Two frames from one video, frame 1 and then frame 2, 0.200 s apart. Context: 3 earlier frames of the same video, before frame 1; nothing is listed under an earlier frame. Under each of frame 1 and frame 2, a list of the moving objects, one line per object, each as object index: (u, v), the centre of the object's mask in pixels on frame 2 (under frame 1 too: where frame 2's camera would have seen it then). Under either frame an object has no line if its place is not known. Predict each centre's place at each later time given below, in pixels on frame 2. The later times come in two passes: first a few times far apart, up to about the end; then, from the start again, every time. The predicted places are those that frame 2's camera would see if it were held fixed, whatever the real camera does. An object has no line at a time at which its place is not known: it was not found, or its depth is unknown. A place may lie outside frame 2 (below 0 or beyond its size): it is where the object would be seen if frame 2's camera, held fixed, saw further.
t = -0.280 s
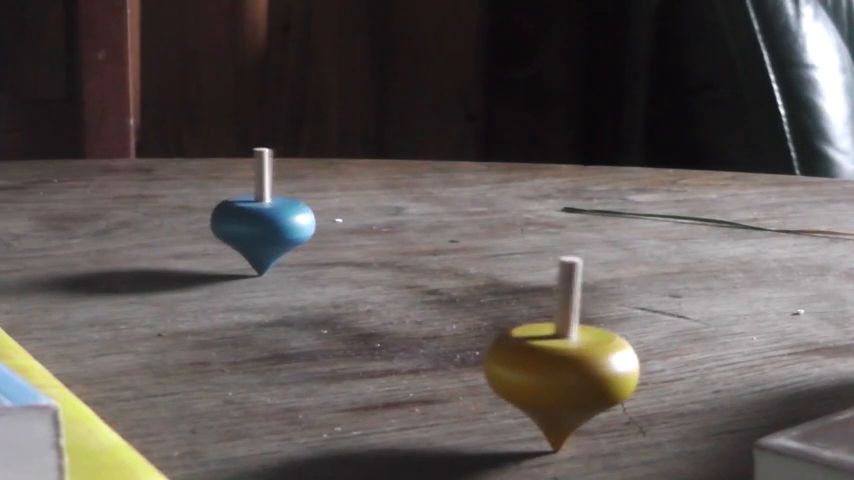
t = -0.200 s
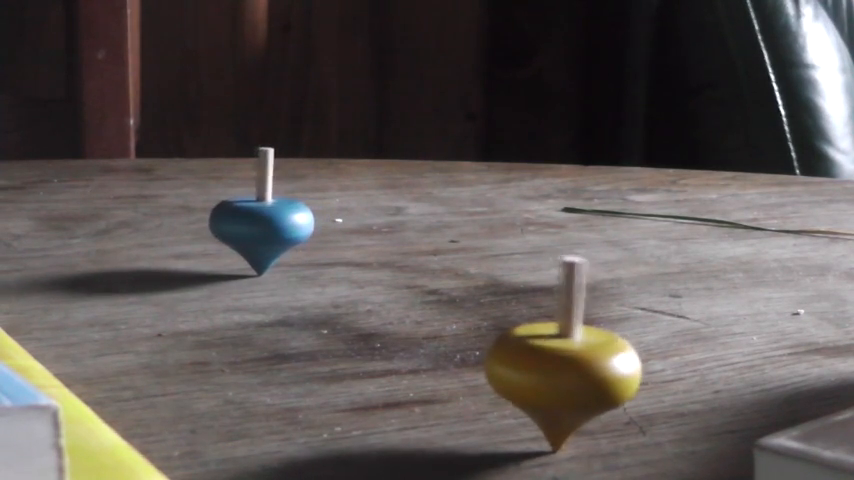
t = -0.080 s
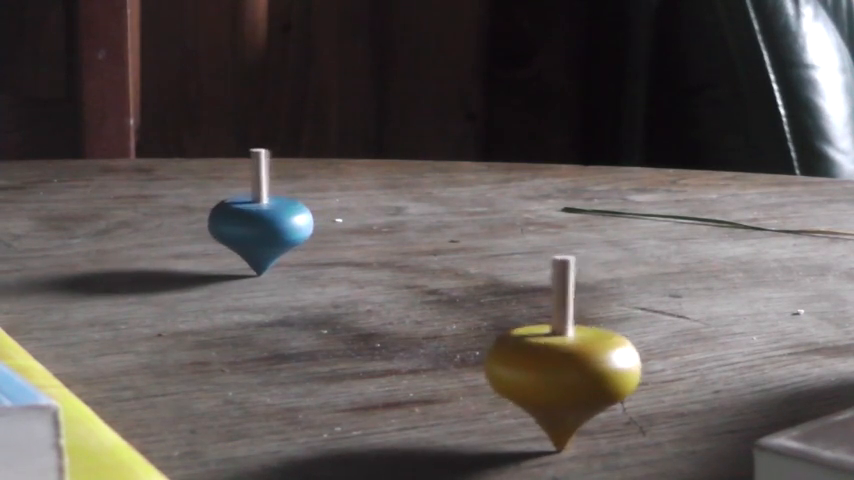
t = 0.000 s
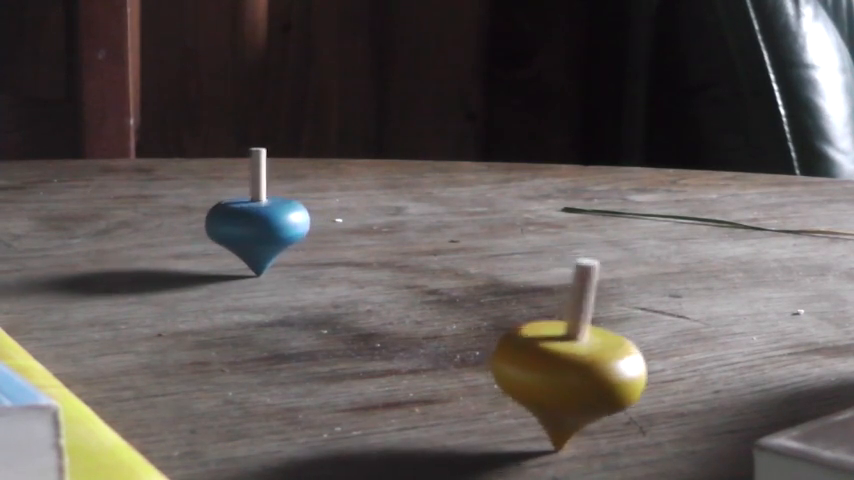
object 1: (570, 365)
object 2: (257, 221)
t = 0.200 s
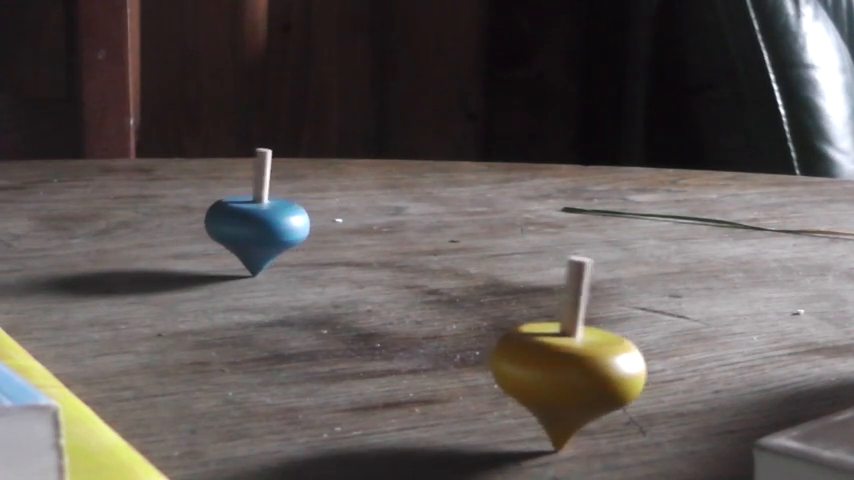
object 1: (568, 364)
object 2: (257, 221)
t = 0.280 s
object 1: (564, 364)
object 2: (254, 221)
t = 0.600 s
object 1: (568, 361)
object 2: (251, 221)
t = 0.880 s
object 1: (566, 362)
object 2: (248, 222)
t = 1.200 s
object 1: (564, 363)
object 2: (239, 223)
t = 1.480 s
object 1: (568, 362)
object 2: (229, 224)
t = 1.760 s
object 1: (564, 364)
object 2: (227, 223)
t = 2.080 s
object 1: (569, 361)
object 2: (219, 225)
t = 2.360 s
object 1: (570, 363)
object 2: (212, 226)
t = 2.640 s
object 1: (574, 364)
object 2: (208, 226)
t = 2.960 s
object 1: (581, 366)
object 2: (205, 227)
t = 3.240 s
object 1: (578, 365)
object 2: (204, 227)
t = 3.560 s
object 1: (553, 378)
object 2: (198, 228)
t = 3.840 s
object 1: (592, 388)
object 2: (200, 229)
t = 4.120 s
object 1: (689, 344)
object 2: (208, 233)
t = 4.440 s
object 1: (518, 323)
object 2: (205, 237)
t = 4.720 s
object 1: (561, 305)
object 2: (200, 237)
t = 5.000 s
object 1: (561, 334)
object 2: (177, 234)
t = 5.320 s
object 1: (547, 305)
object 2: (161, 240)
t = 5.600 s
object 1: (543, 333)
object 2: (173, 247)
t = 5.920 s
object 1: (592, 312)
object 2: (182, 262)
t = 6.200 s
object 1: (507, 315)
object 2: (327, 269)
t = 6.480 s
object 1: (570, 335)
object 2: (280, 284)
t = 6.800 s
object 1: (598, 316)
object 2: (289, 264)
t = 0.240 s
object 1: (568, 364)
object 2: (256, 221)
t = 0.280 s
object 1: (564, 364)
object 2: (254, 221)
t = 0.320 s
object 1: (563, 363)
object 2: (254, 220)
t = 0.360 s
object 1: (567, 361)
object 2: (254, 220)
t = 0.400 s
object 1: (569, 363)
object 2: (254, 221)
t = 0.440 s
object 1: (567, 365)
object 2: (255, 220)
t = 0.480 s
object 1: (562, 364)
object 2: (256, 221)
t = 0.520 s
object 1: (559, 364)
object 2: (256, 221)
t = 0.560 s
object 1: (561, 364)
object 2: (254, 221)
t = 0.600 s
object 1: (568, 361)
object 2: (251, 221)
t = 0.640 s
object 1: (572, 363)
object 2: (250, 221)
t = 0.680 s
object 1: (571, 366)
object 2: (250, 221)
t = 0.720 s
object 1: (565, 365)
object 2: (252, 221)
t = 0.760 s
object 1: (560, 363)
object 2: (252, 221)
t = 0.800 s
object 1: (560, 363)
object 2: (249, 222)
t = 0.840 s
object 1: (563, 363)
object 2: (248, 221)
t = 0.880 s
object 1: (566, 362)
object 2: (248, 222)
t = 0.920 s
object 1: (568, 362)
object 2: (248, 221)
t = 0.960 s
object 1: (569, 364)
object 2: (247, 222)
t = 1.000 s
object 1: (568, 363)
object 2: (244, 222)
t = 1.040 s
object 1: (566, 363)
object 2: (243, 222)
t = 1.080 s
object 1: (563, 363)
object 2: (244, 222)
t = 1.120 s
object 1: (563, 362)
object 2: (244, 222)
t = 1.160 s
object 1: (564, 363)
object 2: (242, 223)
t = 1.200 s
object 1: (564, 363)
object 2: (239, 223)
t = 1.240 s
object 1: (567, 363)
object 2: (236, 223)
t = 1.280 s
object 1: (571, 364)
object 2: (235, 223)
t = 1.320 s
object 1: (572, 364)
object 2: (237, 223)
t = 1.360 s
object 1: (568, 364)
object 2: (238, 222)
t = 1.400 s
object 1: (564, 362)
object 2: (236, 224)
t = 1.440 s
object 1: (565, 363)
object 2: (231, 224)
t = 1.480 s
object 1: (568, 362)
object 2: (229, 224)
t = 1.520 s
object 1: (571, 362)
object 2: (230, 223)
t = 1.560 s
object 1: (573, 363)
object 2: (232, 222)
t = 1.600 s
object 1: (574, 363)
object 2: (231, 224)
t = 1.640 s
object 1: (573, 364)
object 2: (228, 223)
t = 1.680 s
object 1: (568, 365)
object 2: (224, 224)
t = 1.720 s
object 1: (564, 363)
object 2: (224, 223)
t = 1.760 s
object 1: (564, 364)
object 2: (227, 223)
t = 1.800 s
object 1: (570, 364)
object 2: (228, 223)
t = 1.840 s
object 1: (575, 363)
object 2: (226, 224)
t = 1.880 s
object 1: (575, 365)
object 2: (222, 225)
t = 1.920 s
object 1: (571, 365)
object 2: (220, 223)
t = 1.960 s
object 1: (566, 364)
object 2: (221, 224)
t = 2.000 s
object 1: (564, 364)
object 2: (223, 224)
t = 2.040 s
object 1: (565, 363)
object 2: (222, 225)
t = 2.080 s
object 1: (569, 361)
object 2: (219, 225)
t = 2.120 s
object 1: (572, 363)
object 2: (217, 225)
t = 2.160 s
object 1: (571, 364)
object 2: (217, 224)
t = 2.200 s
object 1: (569, 364)
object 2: (219, 225)
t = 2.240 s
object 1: (566, 364)
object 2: (223, 224)
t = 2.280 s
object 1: (565, 364)
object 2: (223, 225)
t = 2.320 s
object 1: (566, 362)
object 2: (219, 225)
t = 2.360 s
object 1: (570, 363)
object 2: (212, 226)
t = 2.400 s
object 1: (573, 364)
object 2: (209, 227)
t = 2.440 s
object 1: (573, 364)
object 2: (211, 224)
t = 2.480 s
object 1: (567, 365)
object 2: (217, 225)
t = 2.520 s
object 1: (563, 364)
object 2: (221, 226)
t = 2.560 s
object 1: (562, 362)
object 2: (220, 226)
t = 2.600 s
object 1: (567, 363)
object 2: (214, 227)
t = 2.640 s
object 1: (574, 364)
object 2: (208, 226)
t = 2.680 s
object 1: (579, 365)
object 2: (205, 226)
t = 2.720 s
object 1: (576, 366)
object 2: (206, 226)
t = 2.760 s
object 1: (567, 366)
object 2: (209, 224)
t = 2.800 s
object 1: (560, 365)
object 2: (212, 226)
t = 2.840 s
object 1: (559, 364)
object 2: (214, 225)
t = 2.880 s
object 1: (565, 364)
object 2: (213, 226)
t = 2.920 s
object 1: (574, 364)
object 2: (209, 226)
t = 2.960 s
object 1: (581, 366)
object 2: (205, 227)
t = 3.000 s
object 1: (582, 368)
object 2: (202, 226)
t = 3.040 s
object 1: (574, 370)
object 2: (201, 227)
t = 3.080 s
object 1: (561, 368)
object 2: (203, 225)
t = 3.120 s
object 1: (548, 368)
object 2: (207, 226)
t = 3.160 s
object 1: (549, 369)
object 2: (209, 226)
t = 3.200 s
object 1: (559, 363)
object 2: (209, 226)
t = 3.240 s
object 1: (578, 365)
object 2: (204, 227)
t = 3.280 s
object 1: (594, 377)
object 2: (198, 227)
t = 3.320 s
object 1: (599, 383)
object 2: (195, 227)
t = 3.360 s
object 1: (582, 394)
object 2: (196, 228)
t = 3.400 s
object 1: (557, 394)
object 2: (200, 225)
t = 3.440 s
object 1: (532, 390)
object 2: (205, 227)
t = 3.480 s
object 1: (530, 387)
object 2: (208, 226)
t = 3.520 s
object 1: (538, 381)
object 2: (205, 228)
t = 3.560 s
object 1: (553, 378)
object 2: (198, 228)
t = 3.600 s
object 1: (570, 377)
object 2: (190, 229)
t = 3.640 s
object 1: (579, 384)
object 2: (188, 229)
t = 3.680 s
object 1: (583, 387)
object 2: (191, 227)
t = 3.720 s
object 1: (587, 388)
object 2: (198, 225)
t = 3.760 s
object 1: (589, 388)
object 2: (204, 229)
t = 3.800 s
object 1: (589, 388)
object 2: (206, 227)
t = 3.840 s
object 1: (592, 388)
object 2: (200, 229)
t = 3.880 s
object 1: (601, 387)
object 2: (190, 230)
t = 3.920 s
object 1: (615, 384)
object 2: (182, 231)
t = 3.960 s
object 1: (635, 378)
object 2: (181, 233)
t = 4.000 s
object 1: (655, 375)
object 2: (186, 228)
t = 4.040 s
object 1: (674, 366)
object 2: (197, 227)
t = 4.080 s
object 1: (686, 357)
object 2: (205, 233)
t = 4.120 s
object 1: (689, 344)
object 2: (208, 233)
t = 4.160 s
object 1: (676, 328)
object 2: (196, 236)
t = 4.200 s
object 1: (652, 313)
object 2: (179, 237)
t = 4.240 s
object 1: (616, 303)
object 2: (169, 237)
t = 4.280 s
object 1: (573, 297)
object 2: (172, 236)
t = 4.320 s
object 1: (535, 300)
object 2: (184, 230)
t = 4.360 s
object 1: (509, 306)
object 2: (199, 231)
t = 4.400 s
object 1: (501, 315)
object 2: (205, 236)
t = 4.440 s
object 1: (518, 323)
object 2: (205, 237)
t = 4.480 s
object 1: (549, 331)
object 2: (192, 239)
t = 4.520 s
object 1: (581, 330)
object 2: (175, 240)
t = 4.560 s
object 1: (603, 327)
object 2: (165, 239)
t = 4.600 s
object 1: (606, 322)
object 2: (166, 239)
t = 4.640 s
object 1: (601, 317)
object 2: (177, 232)
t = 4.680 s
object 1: (585, 308)
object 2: (191, 232)
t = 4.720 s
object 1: (561, 305)
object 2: (200, 237)
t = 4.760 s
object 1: (537, 305)
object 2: (202, 239)
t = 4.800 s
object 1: (518, 309)
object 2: (194, 241)
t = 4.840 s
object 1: (507, 314)
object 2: (178, 244)
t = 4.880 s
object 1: (505, 319)
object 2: (163, 242)
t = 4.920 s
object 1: (516, 324)
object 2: (160, 242)
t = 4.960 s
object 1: (538, 331)
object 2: (165, 237)
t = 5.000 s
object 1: (561, 334)
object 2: (177, 234)
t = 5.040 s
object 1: (584, 332)
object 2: (188, 236)
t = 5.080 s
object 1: (602, 329)
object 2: (194, 240)
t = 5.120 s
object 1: (608, 326)
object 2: (195, 242)
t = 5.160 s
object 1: (606, 322)
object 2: (185, 245)
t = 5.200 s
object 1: (598, 316)
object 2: (171, 247)
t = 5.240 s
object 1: (585, 309)
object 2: (160, 243)
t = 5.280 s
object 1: (567, 305)
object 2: (157, 244)
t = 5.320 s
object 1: (547, 305)
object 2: (161, 240)
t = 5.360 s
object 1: (529, 307)
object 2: (168, 238)
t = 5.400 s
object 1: (515, 310)
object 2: (178, 238)
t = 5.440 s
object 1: (507, 315)
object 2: (185, 240)
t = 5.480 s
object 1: (504, 319)
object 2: (187, 242)
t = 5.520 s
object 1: (510, 323)
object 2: (188, 243)
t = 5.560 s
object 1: (524, 328)
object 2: (181, 245)
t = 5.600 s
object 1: (543, 333)
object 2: (173, 247)
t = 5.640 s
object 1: (562, 334)
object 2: (168, 245)
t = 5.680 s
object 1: (580, 334)
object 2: (164, 244)
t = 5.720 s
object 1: (597, 329)
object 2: (163, 245)
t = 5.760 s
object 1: (606, 327)
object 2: (164, 247)
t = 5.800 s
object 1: (609, 324)
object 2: (165, 249)
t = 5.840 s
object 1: (606, 322)
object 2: (166, 252)
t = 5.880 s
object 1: (600, 318)
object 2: (170, 255)
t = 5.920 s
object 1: (592, 312)
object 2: (182, 262)
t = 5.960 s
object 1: (579, 308)
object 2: (206, 271)
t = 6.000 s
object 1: (564, 306)
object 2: (238, 278)
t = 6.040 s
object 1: (549, 306)
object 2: (276, 281)
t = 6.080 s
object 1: (535, 306)
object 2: (313, 280)
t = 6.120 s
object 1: (524, 308)
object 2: (334, 279)
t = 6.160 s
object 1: (514, 311)
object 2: (336, 276)
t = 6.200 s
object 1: (507, 315)
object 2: (327, 269)
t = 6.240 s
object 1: (505, 317)
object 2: (309, 264)
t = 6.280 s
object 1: (507, 320)
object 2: (287, 263)
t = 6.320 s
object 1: (515, 323)
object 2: (269, 267)
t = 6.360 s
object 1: (526, 327)
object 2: (257, 271)
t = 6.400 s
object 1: (541, 331)
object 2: (253, 275)
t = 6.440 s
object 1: (556, 334)
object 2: (261, 278)
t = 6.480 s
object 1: (570, 335)
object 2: (280, 284)
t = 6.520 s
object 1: (586, 331)
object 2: (302, 286)
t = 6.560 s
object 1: (598, 329)
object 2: (323, 281)
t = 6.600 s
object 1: (606, 327)
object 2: (335, 280)
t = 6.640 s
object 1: (609, 326)
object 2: (337, 278)
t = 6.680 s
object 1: (609, 324)
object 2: (333, 273)
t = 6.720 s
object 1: (607, 322)
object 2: (322, 267)
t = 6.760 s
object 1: (603, 319)
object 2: (306, 264)
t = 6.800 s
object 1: (598, 316)
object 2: (289, 264)
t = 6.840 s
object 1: (590, 312)
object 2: (272, 266)
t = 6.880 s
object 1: (581, 309)
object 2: (261, 270)
